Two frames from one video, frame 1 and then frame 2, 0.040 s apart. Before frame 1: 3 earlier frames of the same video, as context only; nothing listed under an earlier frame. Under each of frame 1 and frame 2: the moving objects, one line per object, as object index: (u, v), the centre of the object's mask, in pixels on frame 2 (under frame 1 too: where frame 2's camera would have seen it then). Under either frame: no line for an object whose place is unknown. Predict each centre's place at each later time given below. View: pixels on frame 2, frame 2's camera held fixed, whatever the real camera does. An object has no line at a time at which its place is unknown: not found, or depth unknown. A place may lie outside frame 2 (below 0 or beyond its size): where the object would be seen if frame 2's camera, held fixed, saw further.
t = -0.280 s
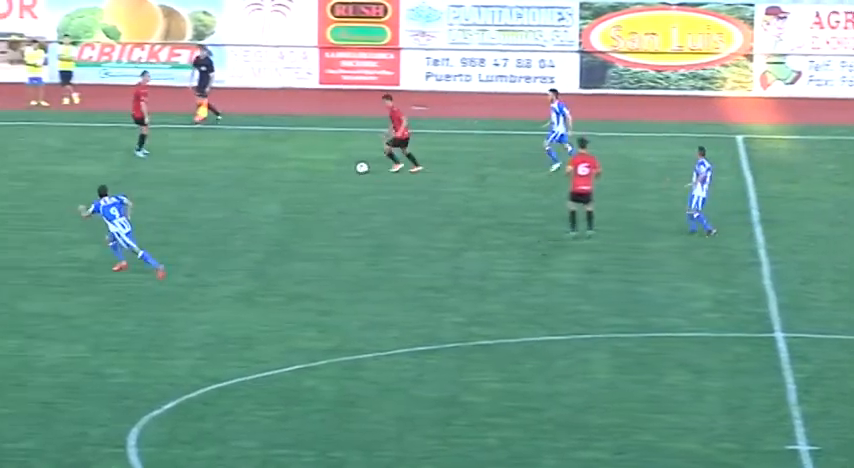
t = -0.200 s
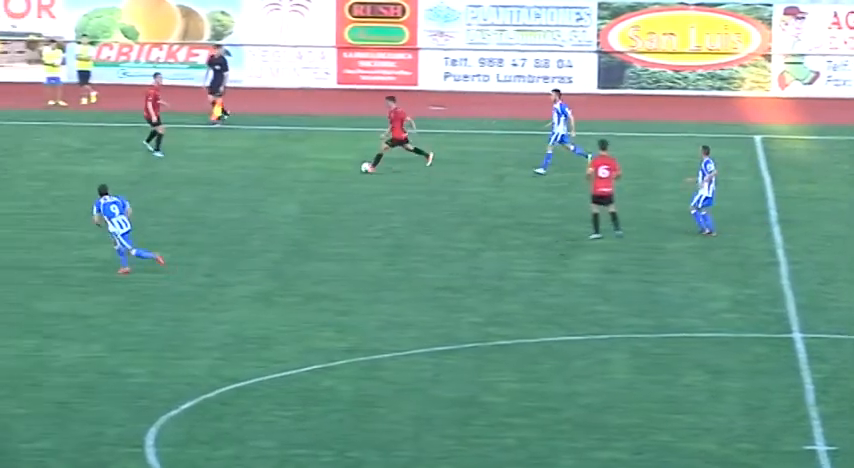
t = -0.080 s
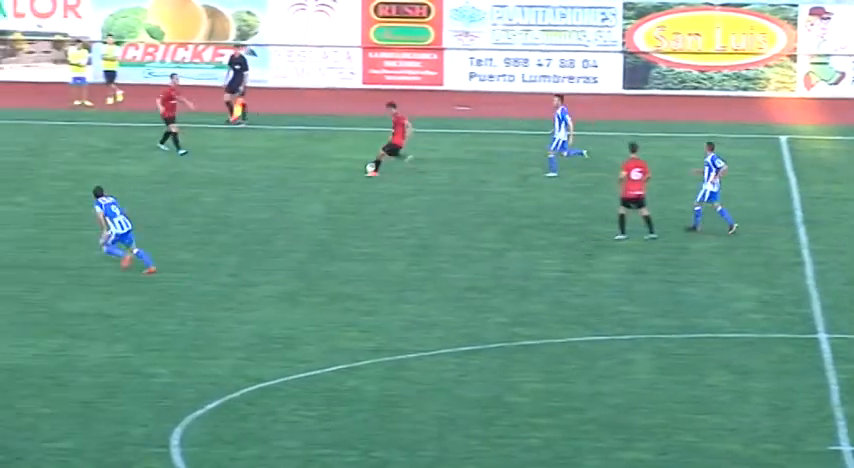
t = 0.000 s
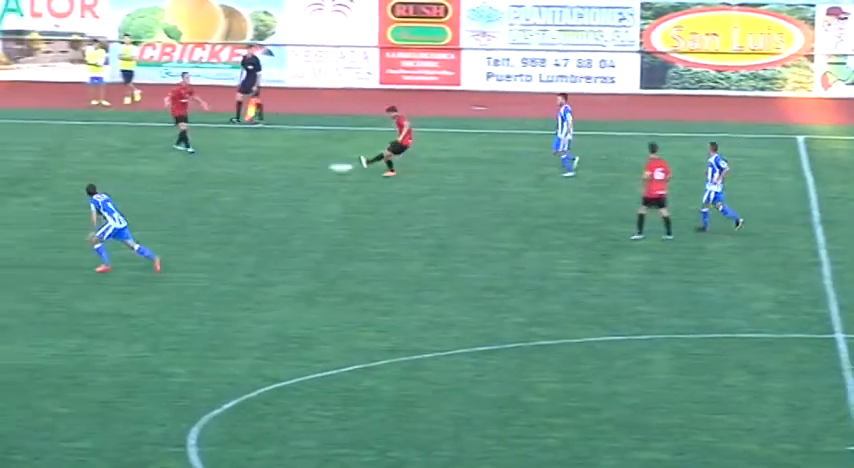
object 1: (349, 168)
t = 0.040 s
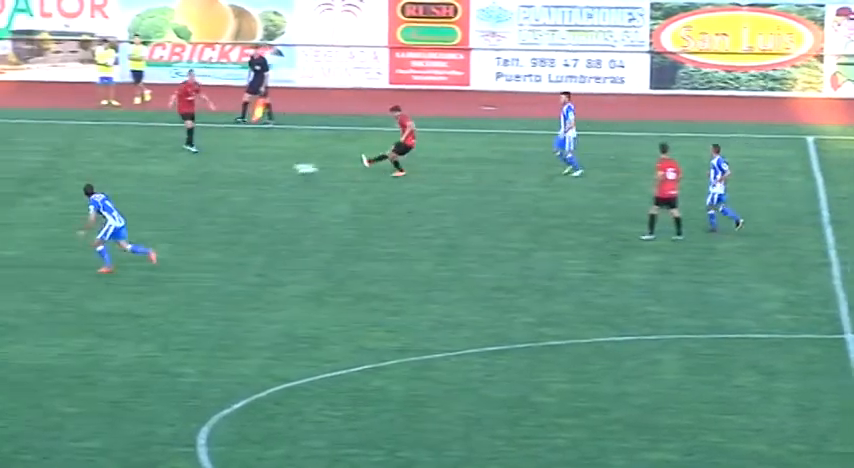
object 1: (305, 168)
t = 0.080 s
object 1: (262, 170)
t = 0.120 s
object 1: (217, 172)
